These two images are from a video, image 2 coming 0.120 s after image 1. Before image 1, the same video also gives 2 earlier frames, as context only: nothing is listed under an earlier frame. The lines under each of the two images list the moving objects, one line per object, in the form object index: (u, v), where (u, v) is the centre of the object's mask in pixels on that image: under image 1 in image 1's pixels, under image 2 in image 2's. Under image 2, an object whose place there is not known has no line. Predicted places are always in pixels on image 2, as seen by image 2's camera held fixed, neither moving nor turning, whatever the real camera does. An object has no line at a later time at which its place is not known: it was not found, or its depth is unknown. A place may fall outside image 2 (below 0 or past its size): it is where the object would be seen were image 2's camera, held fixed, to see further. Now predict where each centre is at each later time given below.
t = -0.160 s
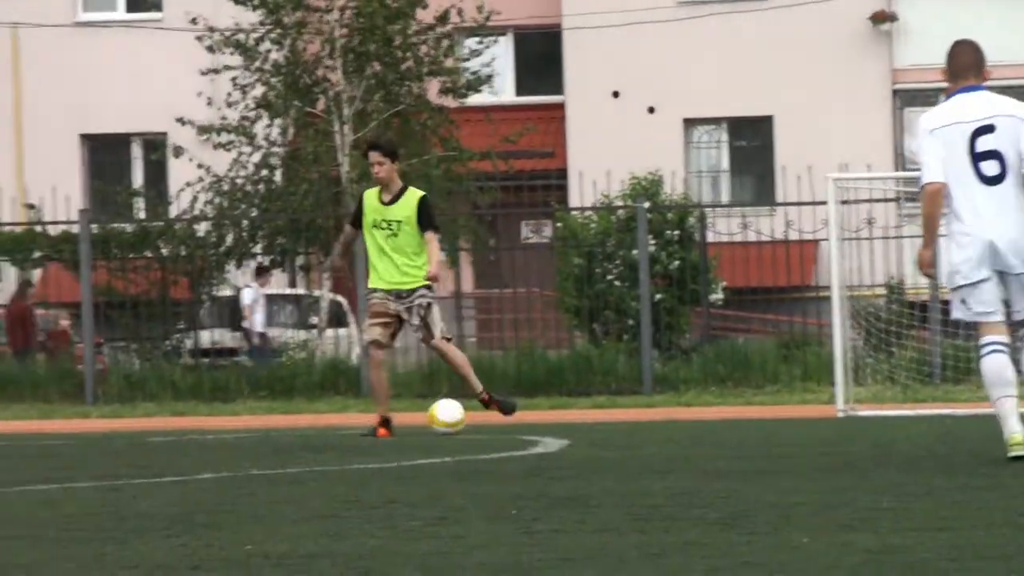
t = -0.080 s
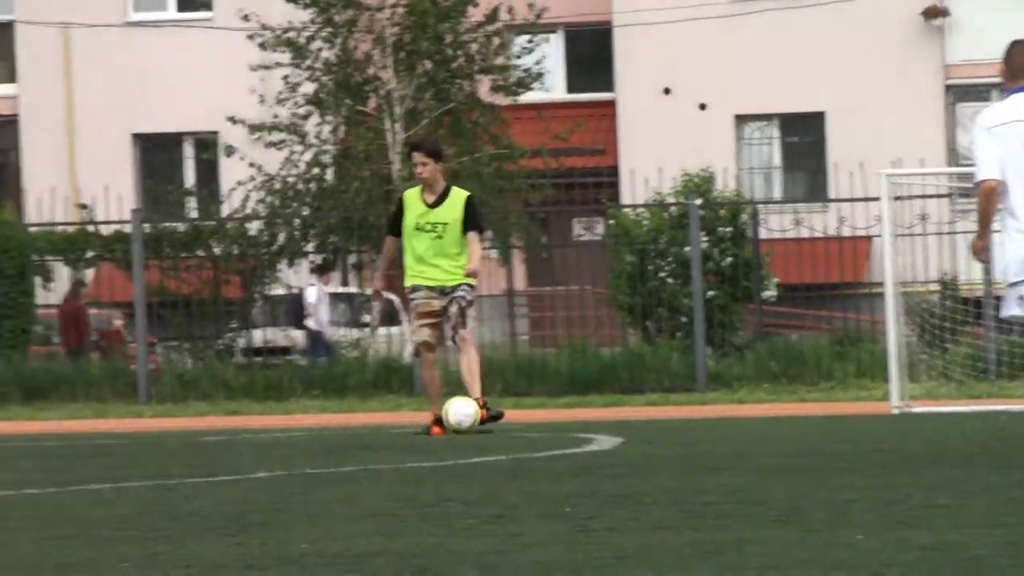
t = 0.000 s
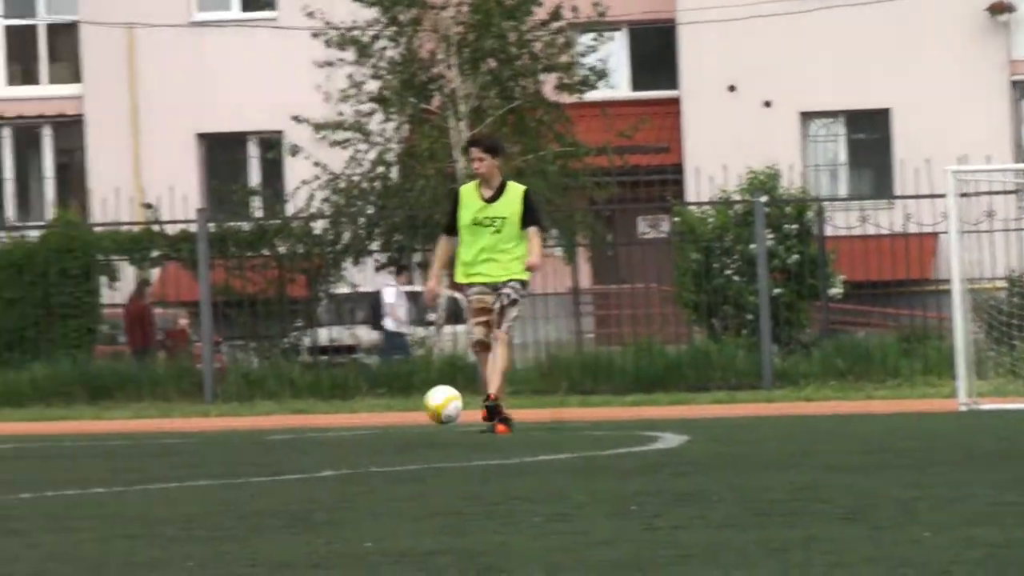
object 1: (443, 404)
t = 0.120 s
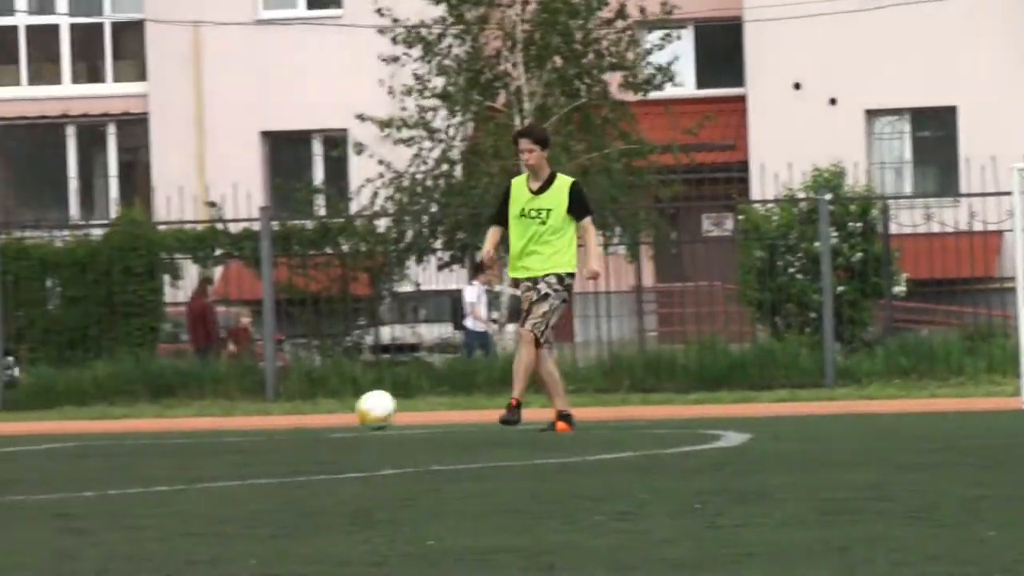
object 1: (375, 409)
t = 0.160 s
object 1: (333, 417)
